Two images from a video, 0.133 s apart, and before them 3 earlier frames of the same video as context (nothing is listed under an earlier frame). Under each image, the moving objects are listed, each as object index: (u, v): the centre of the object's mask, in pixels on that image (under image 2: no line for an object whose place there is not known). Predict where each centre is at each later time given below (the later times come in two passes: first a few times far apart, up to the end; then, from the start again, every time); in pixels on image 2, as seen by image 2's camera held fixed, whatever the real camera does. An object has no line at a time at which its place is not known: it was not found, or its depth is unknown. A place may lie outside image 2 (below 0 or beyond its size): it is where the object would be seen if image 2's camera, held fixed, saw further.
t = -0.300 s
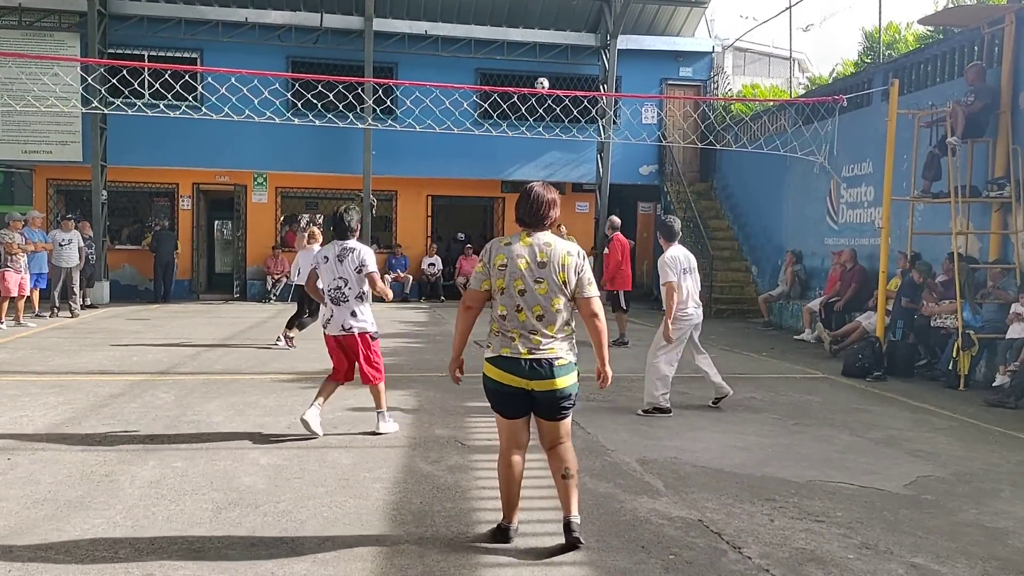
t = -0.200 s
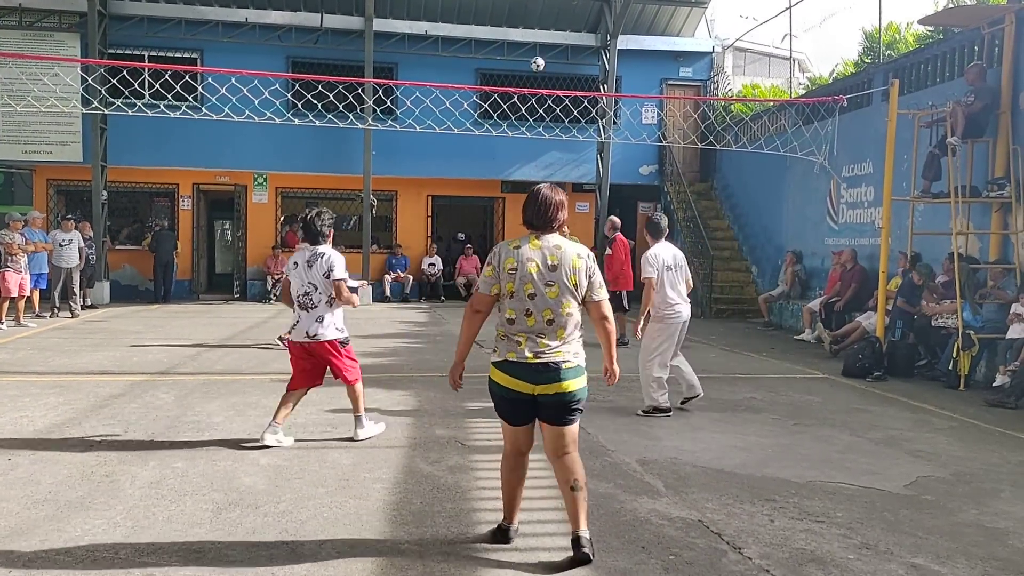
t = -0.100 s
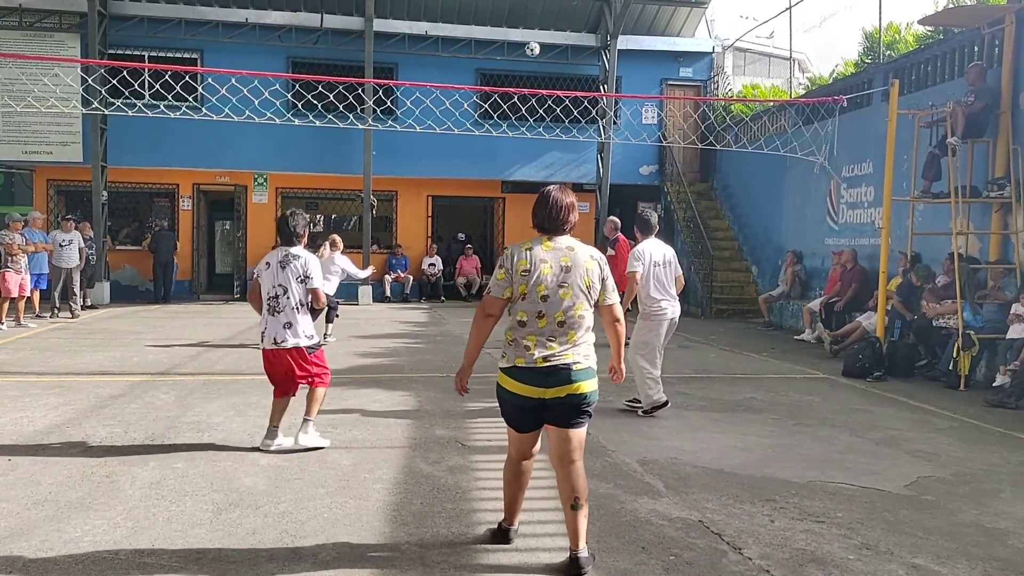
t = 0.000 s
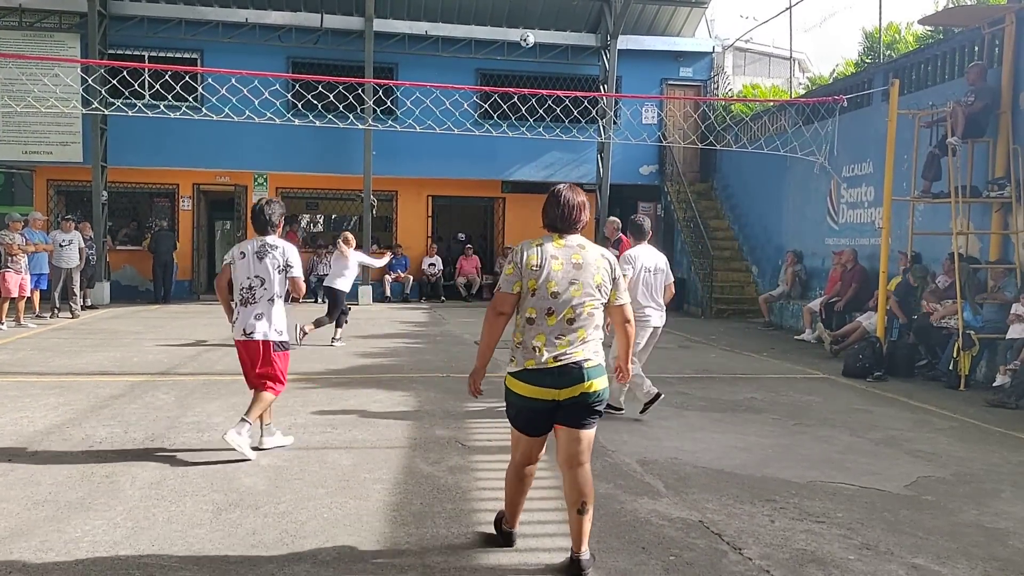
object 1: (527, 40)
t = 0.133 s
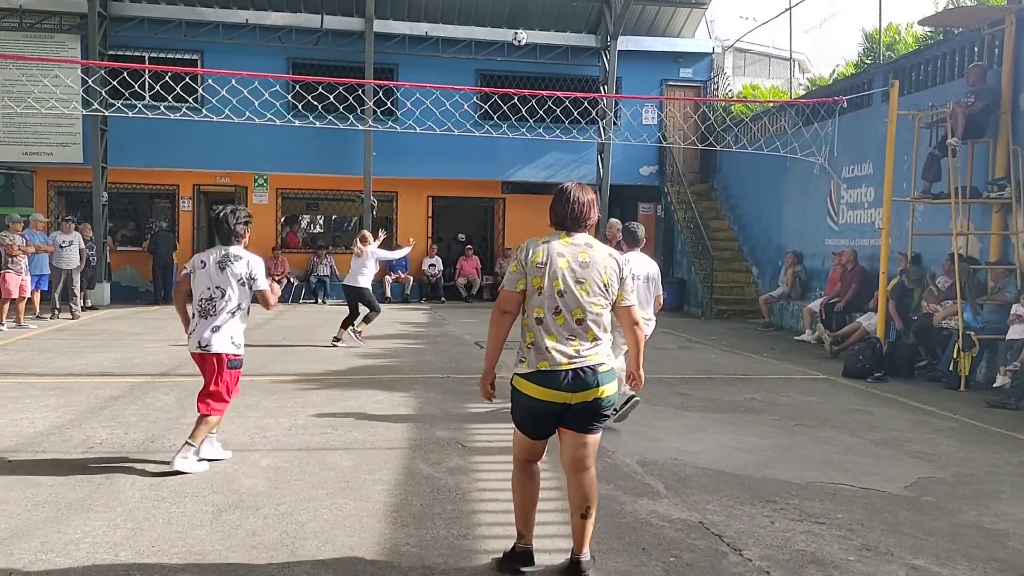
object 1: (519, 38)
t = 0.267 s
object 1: (510, 47)
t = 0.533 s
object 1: (491, 106)
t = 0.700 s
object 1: (478, 173)
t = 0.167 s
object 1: (517, 39)
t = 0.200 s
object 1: (515, 41)
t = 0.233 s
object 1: (512, 44)
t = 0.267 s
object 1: (510, 47)
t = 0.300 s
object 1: (508, 52)
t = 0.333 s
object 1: (506, 57)
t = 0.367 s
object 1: (503, 63)
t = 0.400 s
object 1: (501, 70)
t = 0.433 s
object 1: (498, 78)
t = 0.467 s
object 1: (496, 84)
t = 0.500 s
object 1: (494, 97)
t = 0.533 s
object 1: (491, 106)
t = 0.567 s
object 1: (489, 117)
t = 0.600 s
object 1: (486, 130)
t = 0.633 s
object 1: (483, 143)
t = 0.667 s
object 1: (481, 158)
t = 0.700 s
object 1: (478, 173)
